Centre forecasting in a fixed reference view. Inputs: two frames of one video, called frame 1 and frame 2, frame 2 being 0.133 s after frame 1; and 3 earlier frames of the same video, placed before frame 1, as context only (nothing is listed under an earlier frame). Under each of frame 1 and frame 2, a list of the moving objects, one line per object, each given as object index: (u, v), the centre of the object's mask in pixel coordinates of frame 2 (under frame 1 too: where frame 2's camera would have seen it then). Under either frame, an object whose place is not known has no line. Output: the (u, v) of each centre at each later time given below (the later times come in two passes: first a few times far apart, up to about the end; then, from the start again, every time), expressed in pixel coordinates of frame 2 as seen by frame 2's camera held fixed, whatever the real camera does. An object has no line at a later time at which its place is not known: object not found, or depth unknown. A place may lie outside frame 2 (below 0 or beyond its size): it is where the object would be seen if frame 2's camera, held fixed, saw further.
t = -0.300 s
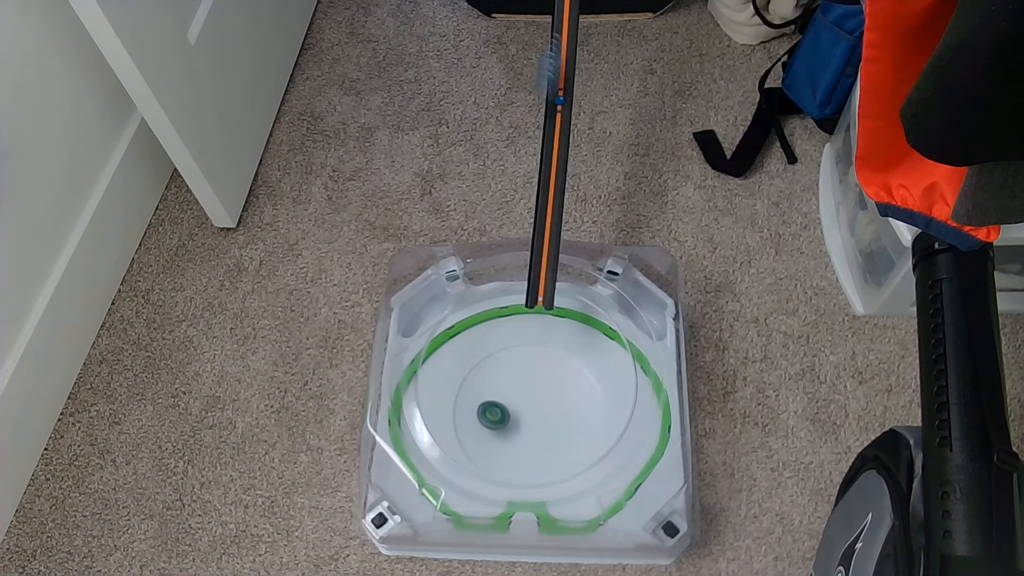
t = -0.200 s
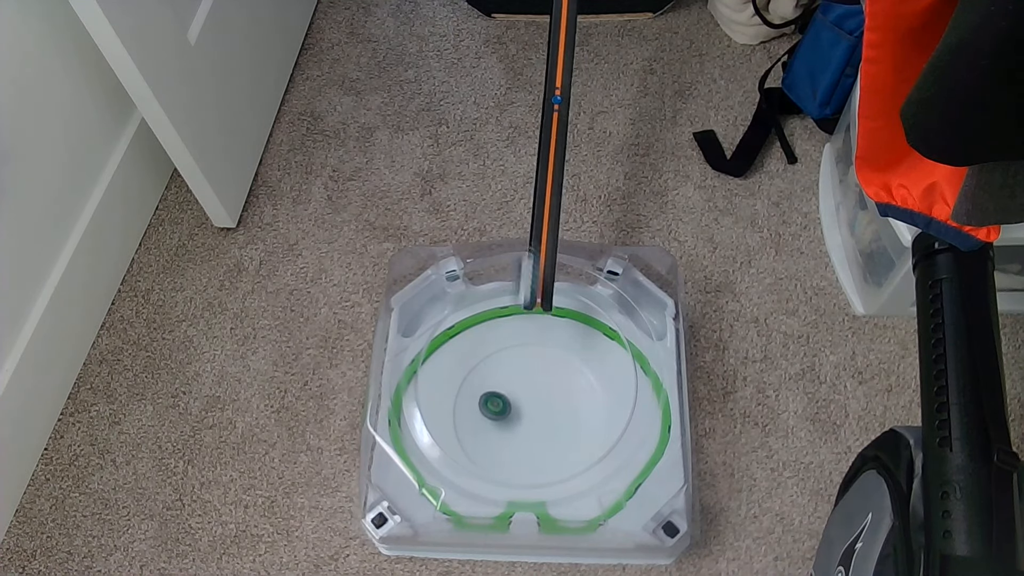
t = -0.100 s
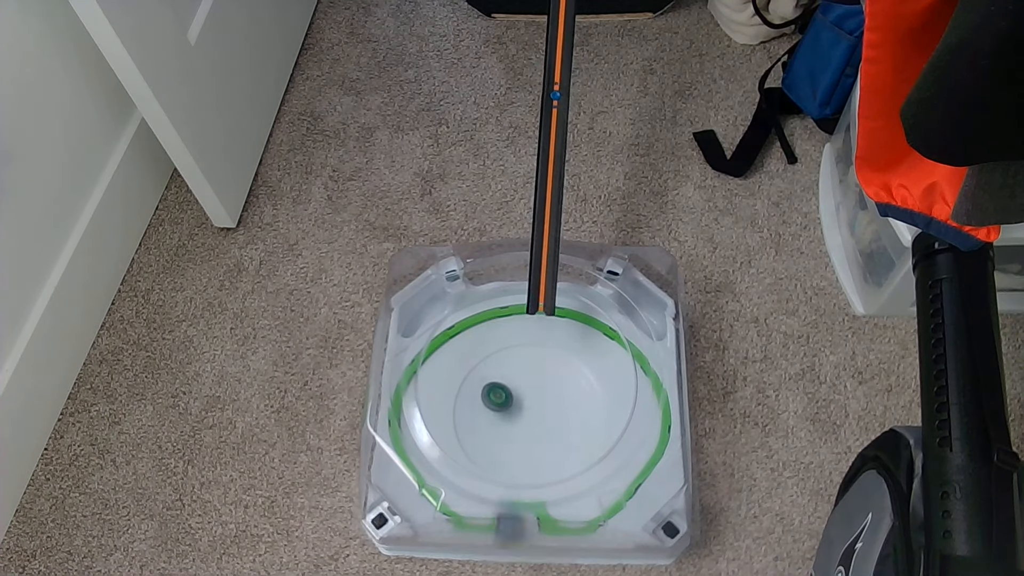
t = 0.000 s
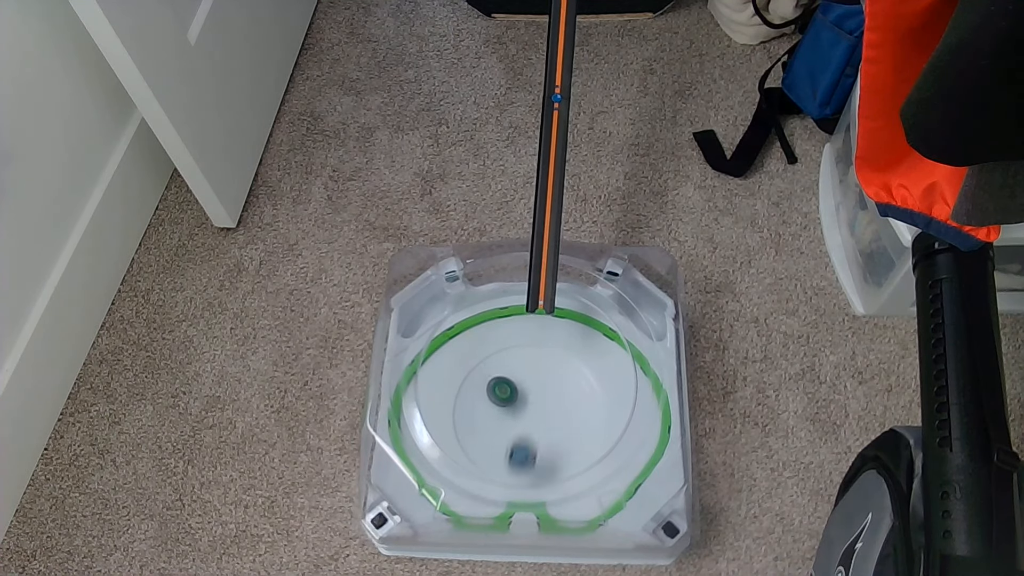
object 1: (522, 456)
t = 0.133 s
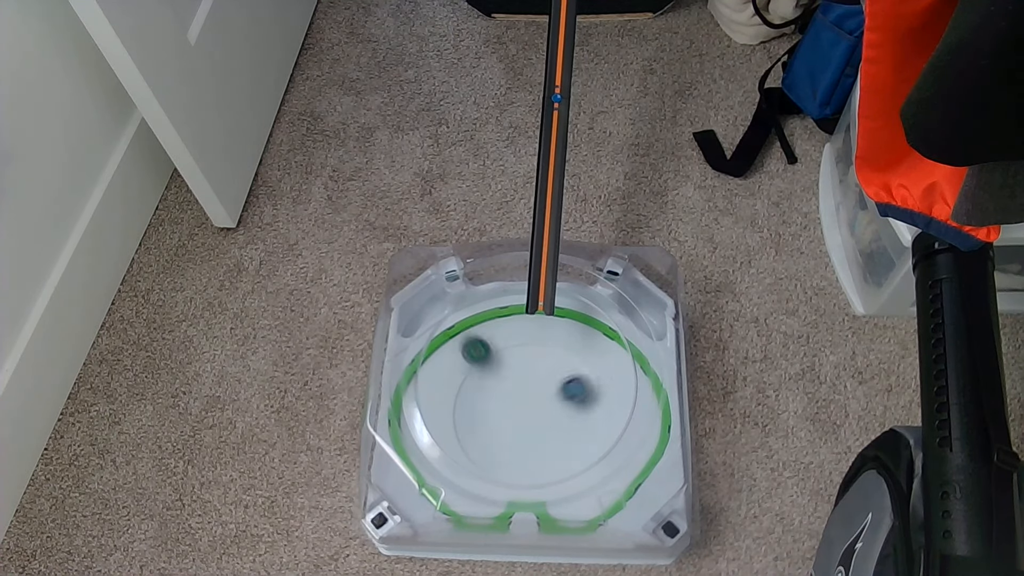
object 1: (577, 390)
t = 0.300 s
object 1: (631, 366)
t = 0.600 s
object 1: (597, 442)
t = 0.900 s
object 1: (646, 437)
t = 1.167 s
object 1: (605, 340)
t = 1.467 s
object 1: (415, 381)
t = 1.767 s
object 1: (456, 490)
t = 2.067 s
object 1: (504, 374)
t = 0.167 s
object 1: (594, 382)
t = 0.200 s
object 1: (604, 374)
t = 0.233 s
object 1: (615, 371)
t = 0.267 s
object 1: (622, 369)
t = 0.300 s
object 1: (631, 366)
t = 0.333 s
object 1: (635, 366)
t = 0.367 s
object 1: (637, 368)
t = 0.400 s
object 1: (636, 372)
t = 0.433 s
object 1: (635, 378)
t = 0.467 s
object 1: (631, 386)
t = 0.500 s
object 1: (624, 397)
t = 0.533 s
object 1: (615, 410)
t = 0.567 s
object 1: (606, 425)
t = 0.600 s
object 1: (597, 442)
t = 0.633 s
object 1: (585, 461)
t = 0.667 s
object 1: (576, 483)
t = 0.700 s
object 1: (564, 506)
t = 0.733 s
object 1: (568, 511)
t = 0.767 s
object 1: (587, 493)
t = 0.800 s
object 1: (606, 479)
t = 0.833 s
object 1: (623, 468)
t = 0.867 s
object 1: (639, 454)
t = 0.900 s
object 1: (646, 437)
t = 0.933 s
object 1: (652, 421)
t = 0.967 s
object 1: (654, 405)
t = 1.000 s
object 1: (651, 391)
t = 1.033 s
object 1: (645, 377)
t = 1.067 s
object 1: (636, 365)
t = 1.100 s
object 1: (629, 354)
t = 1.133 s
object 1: (616, 347)
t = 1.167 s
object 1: (605, 340)
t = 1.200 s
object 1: (588, 336)
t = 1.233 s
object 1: (572, 334)
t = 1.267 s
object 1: (553, 333)
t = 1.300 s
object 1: (533, 334)
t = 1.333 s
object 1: (511, 337)
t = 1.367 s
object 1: (488, 344)
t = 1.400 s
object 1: (465, 356)
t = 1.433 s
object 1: (442, 368)
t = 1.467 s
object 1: (415, 381)
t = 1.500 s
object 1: (401, 398)
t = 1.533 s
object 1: (399, 423)
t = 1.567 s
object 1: (411, 453)
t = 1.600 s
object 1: (410, 484)
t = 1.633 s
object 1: (417, 509)
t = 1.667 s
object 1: (424, 520)
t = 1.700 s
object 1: (435, 514)
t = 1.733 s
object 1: (449, 499)
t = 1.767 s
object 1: (456, 490)
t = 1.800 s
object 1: (467, 481)
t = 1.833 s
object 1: (474, 465)
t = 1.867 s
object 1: (480, 456)
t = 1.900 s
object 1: (487, 444)
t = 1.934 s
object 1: (492, 431)
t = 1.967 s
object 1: (497, 416)
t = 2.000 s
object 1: (500, 402)
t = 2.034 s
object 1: (503, 387)
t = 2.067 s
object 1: (504, 374)
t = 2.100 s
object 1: (505, 362)
